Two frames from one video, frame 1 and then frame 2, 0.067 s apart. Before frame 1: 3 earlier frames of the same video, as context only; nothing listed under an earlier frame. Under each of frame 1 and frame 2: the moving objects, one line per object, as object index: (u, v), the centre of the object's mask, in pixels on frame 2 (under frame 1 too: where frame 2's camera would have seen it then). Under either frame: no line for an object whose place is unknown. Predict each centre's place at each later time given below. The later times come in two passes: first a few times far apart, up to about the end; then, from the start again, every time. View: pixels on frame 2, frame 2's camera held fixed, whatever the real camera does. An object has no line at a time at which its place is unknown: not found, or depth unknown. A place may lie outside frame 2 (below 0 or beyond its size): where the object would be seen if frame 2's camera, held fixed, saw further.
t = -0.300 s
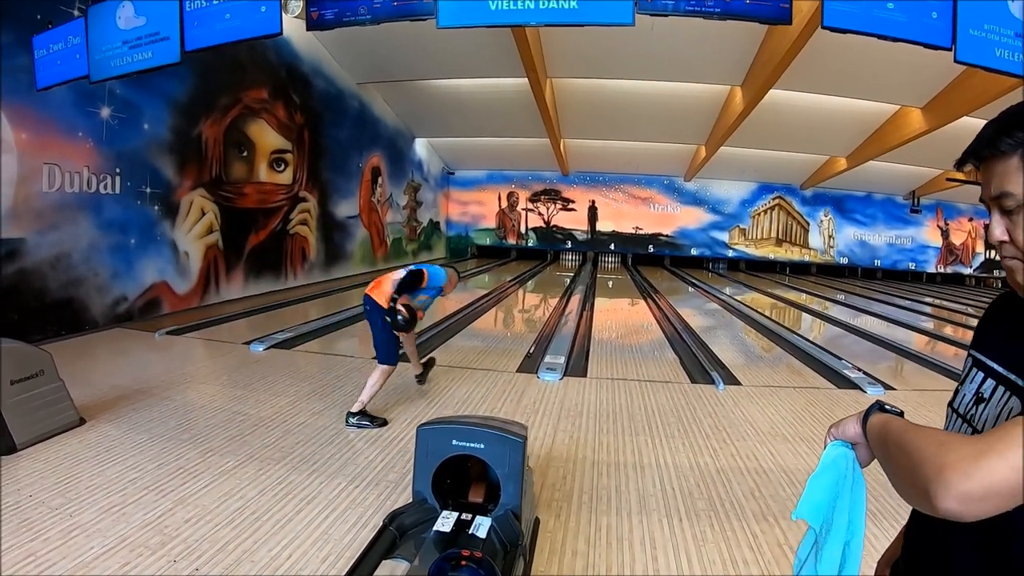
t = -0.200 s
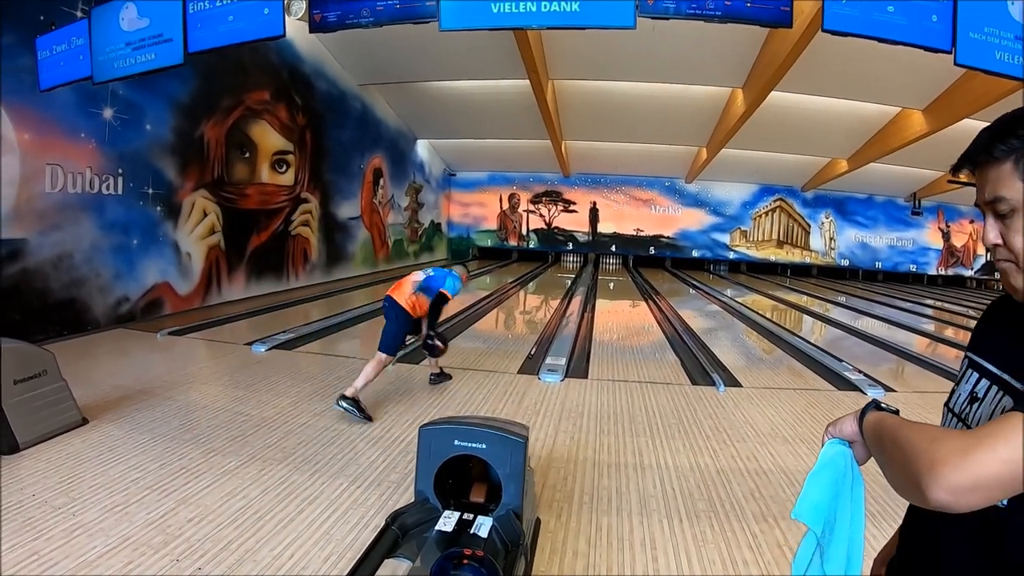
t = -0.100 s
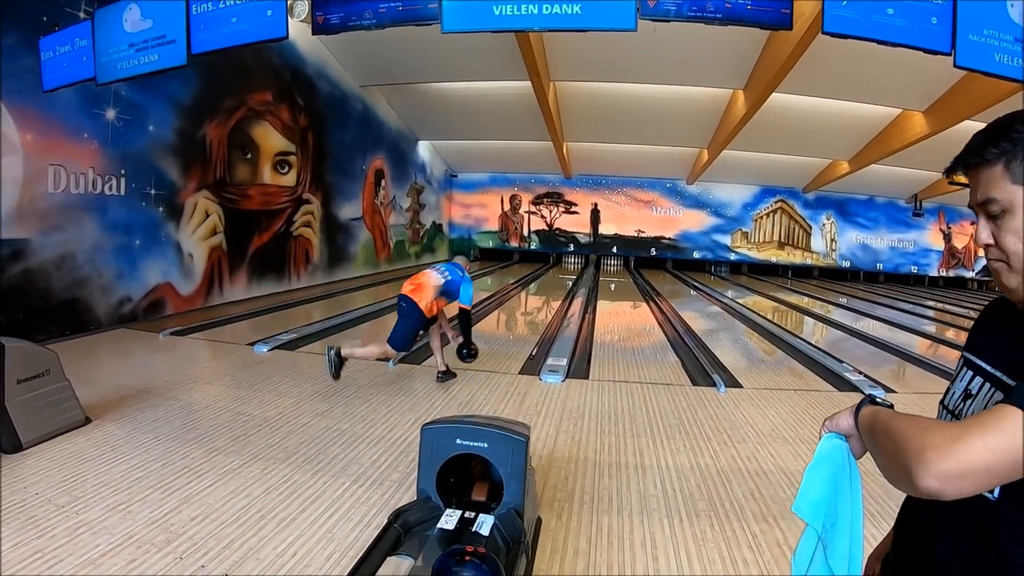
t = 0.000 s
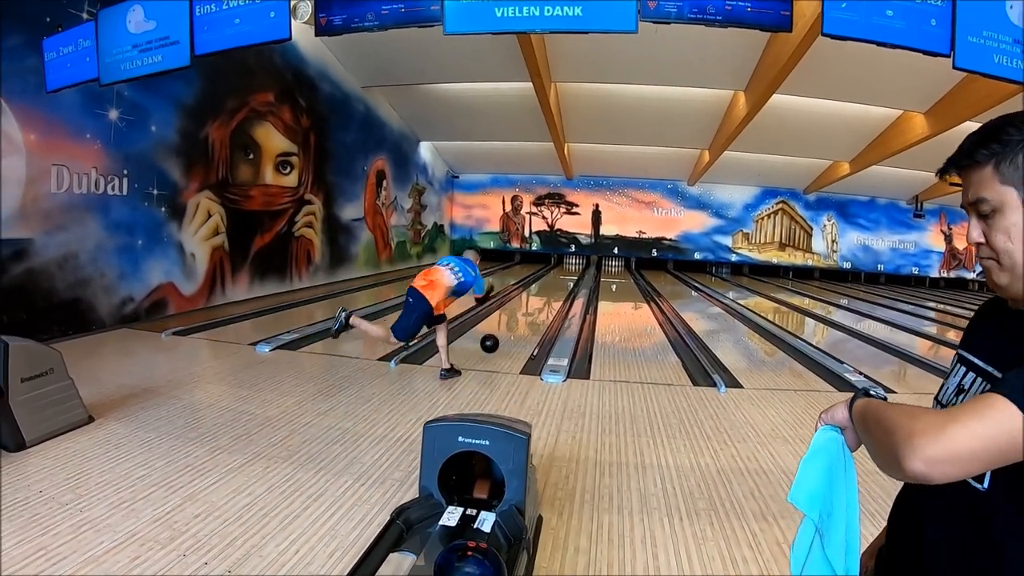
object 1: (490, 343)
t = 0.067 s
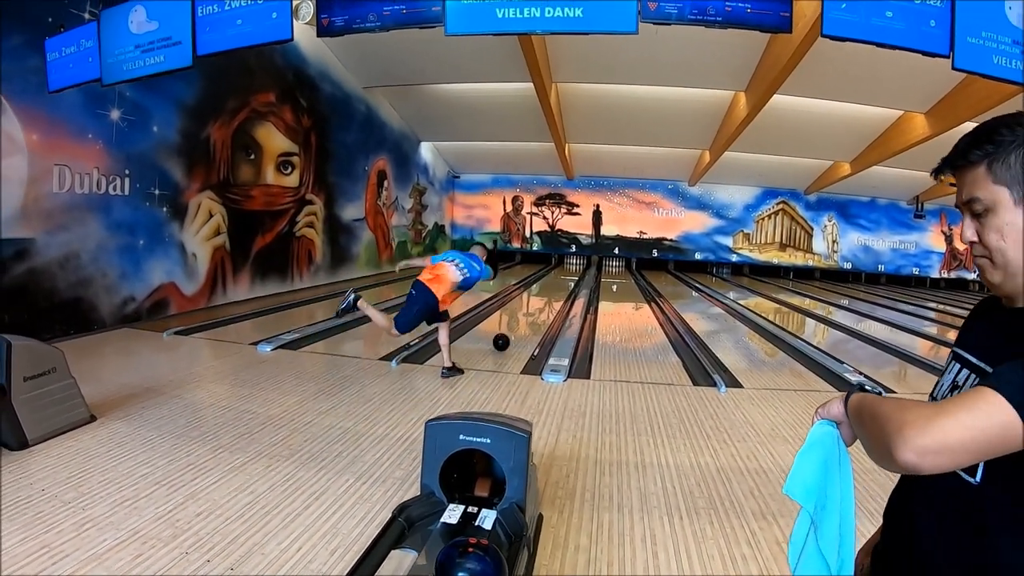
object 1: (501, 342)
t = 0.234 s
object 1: (522, 324)
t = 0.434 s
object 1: (539, 308)
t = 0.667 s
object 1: (552, 295)
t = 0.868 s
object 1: (560, 287)
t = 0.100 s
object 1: (506, 337)
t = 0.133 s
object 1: (510, 333)
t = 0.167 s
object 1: (515, 329)
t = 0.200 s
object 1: (518, 327)
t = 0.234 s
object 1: (522, 324)
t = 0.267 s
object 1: (525, 321)
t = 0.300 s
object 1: (528, 318)
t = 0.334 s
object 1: (531, 315)
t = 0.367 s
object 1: (534, 313)
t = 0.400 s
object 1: (537, 311)
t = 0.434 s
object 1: (539, 308)
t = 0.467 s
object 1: (541, 306)
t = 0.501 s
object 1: (543, 304)
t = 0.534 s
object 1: (545, 302)
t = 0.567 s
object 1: (547, 300)
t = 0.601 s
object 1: (549, 298)
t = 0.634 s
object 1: (551, 297)
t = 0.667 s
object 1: (552, 295)
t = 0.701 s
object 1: (554, 294)
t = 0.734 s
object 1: (555, 292)
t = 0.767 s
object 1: (557, 290)
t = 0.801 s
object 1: (558, 289)
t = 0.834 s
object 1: (559, 288)
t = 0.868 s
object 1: (560, 287)
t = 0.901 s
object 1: (561, 286)
